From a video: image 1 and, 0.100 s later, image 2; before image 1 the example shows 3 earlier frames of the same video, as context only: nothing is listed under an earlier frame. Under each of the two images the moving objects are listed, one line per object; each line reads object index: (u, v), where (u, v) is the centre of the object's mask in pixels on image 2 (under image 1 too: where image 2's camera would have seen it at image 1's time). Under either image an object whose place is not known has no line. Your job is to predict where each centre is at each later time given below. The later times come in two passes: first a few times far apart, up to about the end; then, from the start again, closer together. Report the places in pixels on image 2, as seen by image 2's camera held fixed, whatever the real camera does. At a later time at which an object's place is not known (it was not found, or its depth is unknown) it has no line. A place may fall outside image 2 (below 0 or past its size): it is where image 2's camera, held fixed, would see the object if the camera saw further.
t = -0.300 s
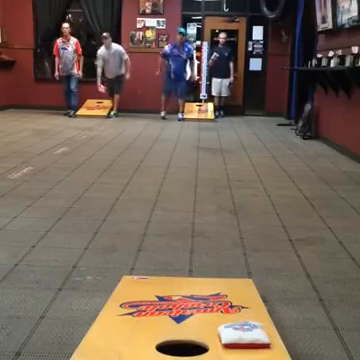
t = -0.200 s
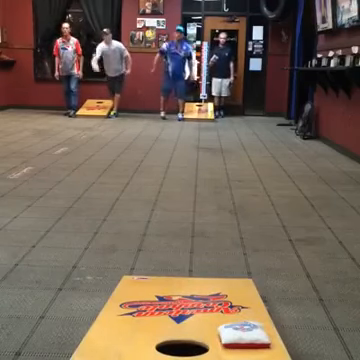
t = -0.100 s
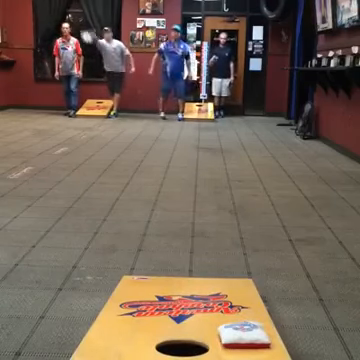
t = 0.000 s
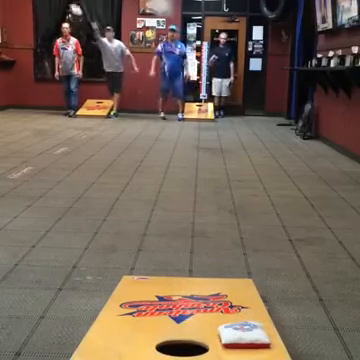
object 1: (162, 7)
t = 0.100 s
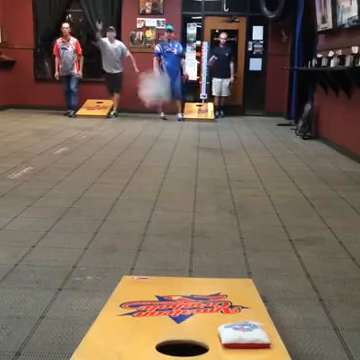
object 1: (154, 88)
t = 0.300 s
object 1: (140, 291)
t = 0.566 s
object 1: (136, 335)
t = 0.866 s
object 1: (139, 346)
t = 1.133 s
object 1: (139, 346)
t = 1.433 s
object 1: (139, 346)
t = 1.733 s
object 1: (139, 346)
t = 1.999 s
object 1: (139, 346)
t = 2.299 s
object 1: (139, 346)
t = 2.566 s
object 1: (139, 346)
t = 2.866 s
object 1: (139, 346)
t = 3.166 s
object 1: (139, 346)
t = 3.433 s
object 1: (139, 346)
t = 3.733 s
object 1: (139, 346)
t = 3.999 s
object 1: (139, 346)
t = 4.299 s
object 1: (139, 346)
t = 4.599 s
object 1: (139, 346)
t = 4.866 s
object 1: (139, 346)
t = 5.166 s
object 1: (139, 346)
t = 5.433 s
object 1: (139, 346)
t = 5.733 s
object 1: (139, 346)
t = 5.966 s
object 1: (139, 346)
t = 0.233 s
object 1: (142, 273)
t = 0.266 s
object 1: (141, 288)
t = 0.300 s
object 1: (140, 291)
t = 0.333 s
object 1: (138, 298)
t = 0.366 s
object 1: (138, 306)
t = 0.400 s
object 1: (137, 312)
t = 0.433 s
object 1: (137, 317)
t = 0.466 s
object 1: (137, 323)
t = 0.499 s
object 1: (137, 327)
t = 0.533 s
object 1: (137, 332)
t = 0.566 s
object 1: (136, 335)
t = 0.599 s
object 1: (136, 339)
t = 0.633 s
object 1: (136, 342)
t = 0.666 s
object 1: (137, 344)
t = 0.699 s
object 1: (138, 345)
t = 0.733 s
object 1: (138, 346)
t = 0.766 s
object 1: (139, 346)
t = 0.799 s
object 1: (139, 346)
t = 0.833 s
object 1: (139, 346)
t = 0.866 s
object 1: (139, 346)
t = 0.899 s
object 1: (139, 346)
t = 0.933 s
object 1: (139, 346)
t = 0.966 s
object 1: (139, 346)
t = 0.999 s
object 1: (139, 346)
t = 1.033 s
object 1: (139, 346)
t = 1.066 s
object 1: (139, 346)
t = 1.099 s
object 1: (139, 346)
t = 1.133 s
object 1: (139, 346)
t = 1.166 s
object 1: (139, 346)
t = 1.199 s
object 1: (139, 346)
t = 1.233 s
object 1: (139, 346)
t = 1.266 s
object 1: (139, 346)
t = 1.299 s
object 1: (139, 346)
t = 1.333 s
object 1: (139, 346)
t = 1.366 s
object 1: (139, 346)
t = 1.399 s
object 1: (139, 346)
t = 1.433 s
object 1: (139, 346)
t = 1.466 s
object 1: (139, 346)
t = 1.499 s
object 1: (139, 346)
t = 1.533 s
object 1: (139, 346)
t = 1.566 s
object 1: (139, 346)
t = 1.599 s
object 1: (139, 346)
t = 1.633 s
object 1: (139, 346)
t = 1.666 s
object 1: (139, 346)
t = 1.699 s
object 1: (139, 346)
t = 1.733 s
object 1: (139, 346)
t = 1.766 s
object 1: (139, 346)
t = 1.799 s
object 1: (139, 346)
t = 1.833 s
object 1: (139, 346)
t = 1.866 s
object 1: (139, 346)
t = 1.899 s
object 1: (139, 346)
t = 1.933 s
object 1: (139, 346)
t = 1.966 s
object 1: (139, 346)
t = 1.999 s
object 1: (139, 346)
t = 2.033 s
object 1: (139, 346)
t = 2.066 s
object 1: (139, 346)
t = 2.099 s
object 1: (139, 346)
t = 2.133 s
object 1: (139, 346)
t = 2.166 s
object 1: (139, 346)
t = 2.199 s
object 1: (139, 346)
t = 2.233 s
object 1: (139, 346)
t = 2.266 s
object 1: (139, 346)
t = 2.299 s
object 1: (139, 346)
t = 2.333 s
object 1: (139, 346)
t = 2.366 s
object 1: (139, 346)
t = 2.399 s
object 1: (139, 346)
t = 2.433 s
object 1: (139, 346)
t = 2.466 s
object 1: (139, 346)
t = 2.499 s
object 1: (139, 346)
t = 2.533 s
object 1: (139, 346)
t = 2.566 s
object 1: (139, 346)
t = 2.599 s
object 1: (139, 346)
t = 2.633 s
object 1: (139, 346)
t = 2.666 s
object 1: (139, 346)
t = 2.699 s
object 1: (139, 346)
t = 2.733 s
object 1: (139, 346)
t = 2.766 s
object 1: (139, 346)
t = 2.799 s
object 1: (139, 346)
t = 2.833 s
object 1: (139, 346)
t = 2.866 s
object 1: (139, 346)
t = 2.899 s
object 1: (139, 346)
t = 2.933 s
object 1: (139, 346)
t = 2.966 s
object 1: (139, 346)
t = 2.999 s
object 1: (139, 346)
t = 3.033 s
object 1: (139, 346)
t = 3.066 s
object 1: (139, 346)
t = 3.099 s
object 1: (139, 346)
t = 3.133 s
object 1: (139, 346)
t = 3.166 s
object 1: (139, 346)
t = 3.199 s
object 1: (139, 346)
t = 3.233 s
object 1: (139, 346)
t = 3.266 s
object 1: (139, 346)
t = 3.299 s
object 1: (139, 346)
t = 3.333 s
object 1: (139, 346)
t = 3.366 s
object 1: (139, 346)
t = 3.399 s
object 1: (139, 346)
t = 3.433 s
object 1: (139, 346)
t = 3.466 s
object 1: (139, 346)
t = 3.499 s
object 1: (139, 346)
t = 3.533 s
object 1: (139, 346)
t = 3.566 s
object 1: (139, 346)
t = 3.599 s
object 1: (139, 346)
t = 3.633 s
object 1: (139, 346)
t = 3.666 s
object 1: (139, 346)
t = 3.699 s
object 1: (139, 346)
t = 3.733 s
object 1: (139, 346)
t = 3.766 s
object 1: (139, 346)
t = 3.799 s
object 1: (139, 346)
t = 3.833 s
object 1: (139, 346)
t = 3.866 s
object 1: (139, 346)
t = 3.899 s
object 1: (139, 346)
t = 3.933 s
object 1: (139, 346)
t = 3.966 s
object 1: (139, 346)
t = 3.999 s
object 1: (139, 346)
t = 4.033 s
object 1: (139, 346)
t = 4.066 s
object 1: (139, 346)
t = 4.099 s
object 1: (139, 346)
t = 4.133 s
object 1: (139, 346)
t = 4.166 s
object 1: (139, 346)
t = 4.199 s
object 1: (139, 346)
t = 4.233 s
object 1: (139, 346)
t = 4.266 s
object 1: (139, 346)
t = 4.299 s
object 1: (139, 346)
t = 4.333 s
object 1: (139, 346)
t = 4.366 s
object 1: (139, 346)
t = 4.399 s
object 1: (139, 346)
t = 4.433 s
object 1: (139, 346)
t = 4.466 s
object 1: (139, 346)
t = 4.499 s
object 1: (139, 346)
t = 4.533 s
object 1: (139, 346)
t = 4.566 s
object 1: (139, 346)
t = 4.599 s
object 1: (139, 346)
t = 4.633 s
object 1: (139, 346)
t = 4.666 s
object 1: (139, 346)
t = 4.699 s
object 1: (139, 346)
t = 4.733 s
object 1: (139, 346)
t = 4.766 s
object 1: (139, 346)
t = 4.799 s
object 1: (139, 346)
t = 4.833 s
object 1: (139, 346)
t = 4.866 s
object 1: (139, 346)
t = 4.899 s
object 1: (139, 346)
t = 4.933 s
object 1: (139, 346)
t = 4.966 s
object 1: (139, 346)
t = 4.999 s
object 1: (139, 346)
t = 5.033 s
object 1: (139, 346)
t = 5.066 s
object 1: (139, 346)
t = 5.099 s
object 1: (139, 346)
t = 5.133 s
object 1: (139, 346)
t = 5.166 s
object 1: (139, 346)
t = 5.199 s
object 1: (139, 346)
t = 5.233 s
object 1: (139, 346)
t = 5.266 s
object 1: (139, 346)
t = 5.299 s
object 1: (139, 346)
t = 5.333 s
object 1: (139, 346)
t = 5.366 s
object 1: (139, 346)
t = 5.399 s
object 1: (139, 346)
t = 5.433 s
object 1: (139, 346)
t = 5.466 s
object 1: (139, 346)
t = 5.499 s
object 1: (139, 346)
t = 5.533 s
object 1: (139, 346)
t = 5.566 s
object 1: (139, 346)
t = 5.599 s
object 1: (139, 346)
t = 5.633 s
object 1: (139, 346)
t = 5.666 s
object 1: (139, 346)
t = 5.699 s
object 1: (139, 346)
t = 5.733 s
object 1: (139, 346)
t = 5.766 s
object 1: (139, 346)
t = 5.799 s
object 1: (139, 346)
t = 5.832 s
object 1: (139, 346)
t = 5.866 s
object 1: (139, 346)
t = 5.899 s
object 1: (139, 346)
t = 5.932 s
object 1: (139, 346)
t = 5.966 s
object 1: (139, 346)
